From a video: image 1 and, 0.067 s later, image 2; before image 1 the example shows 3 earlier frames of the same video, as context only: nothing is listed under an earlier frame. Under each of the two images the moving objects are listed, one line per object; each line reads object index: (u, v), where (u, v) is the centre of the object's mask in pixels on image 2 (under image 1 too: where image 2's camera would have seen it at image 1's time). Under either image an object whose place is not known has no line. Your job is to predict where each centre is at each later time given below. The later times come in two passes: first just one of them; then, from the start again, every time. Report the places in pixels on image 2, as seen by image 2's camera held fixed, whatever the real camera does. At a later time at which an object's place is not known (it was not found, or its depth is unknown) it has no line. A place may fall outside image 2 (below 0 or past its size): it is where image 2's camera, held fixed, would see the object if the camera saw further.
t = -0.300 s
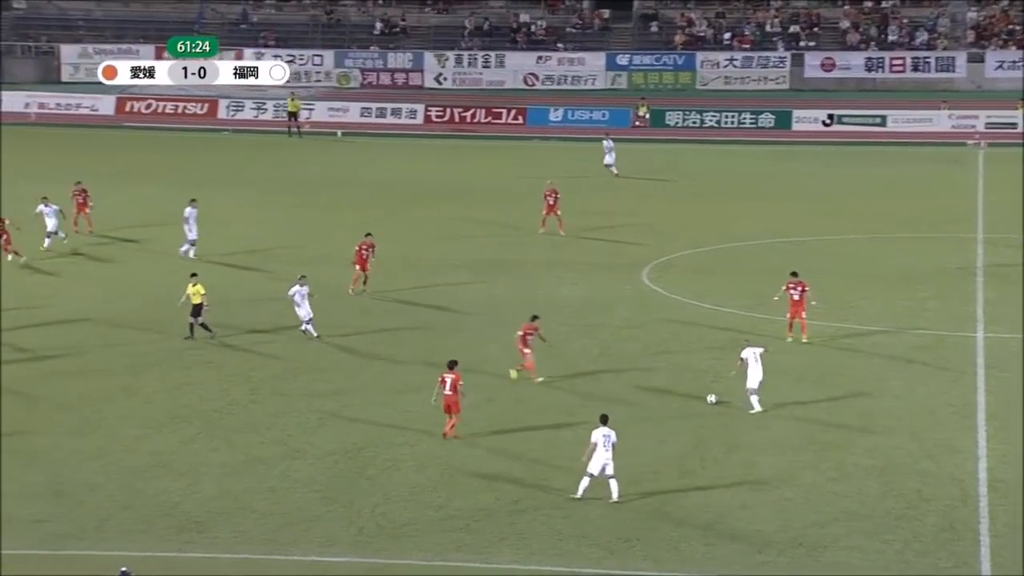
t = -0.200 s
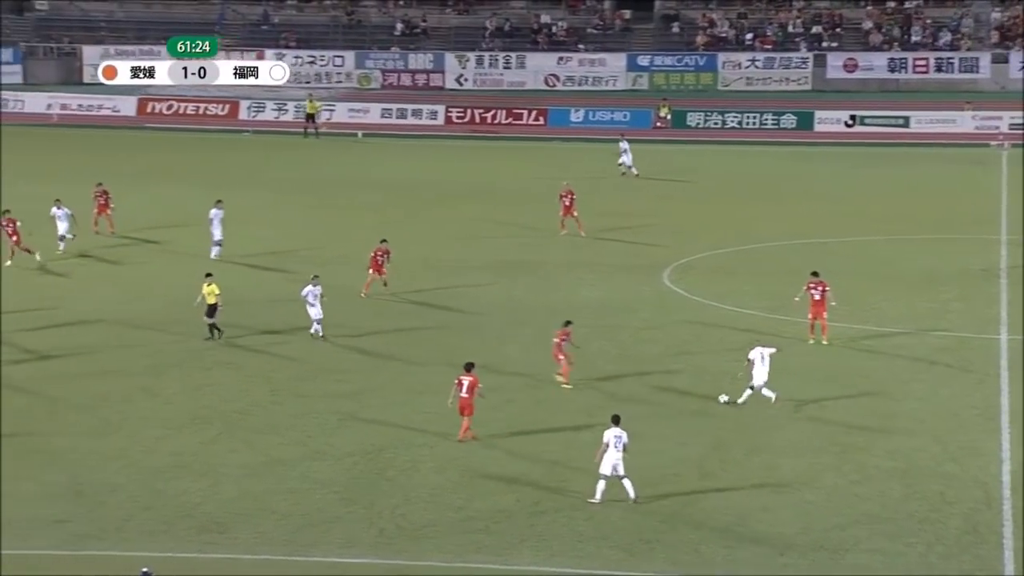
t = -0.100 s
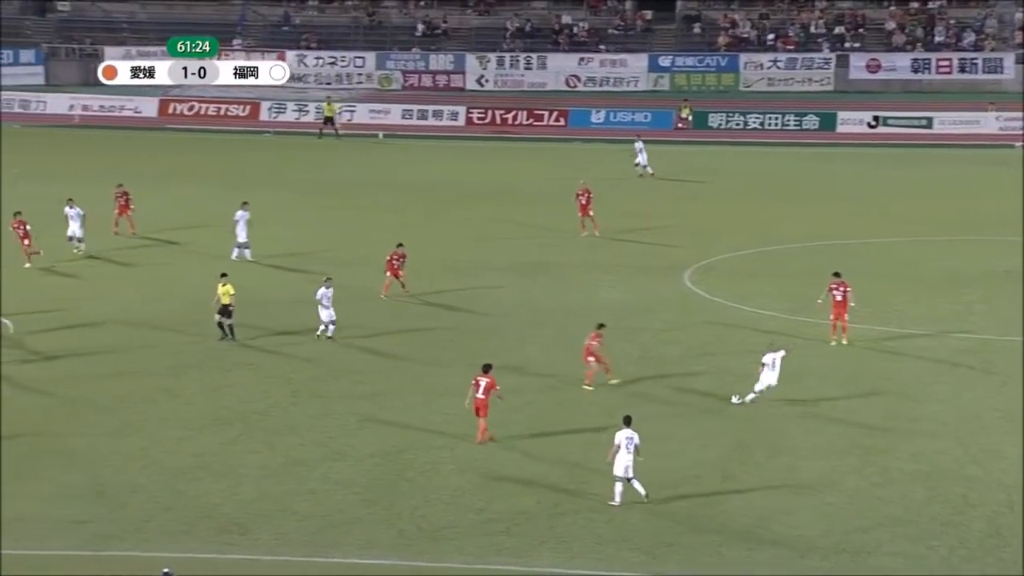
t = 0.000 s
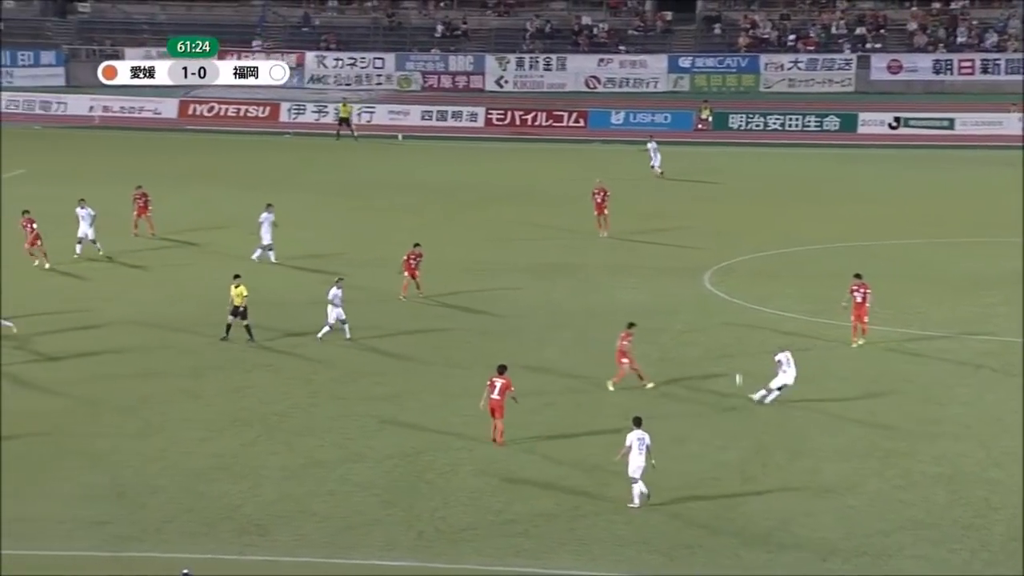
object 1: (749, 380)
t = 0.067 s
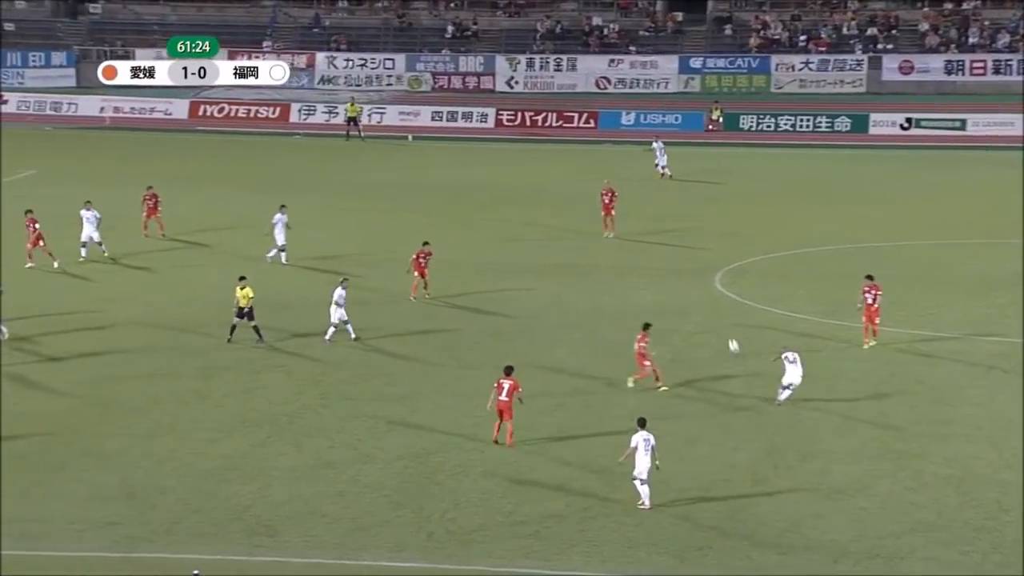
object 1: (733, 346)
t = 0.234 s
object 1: (692, 272)
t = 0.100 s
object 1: (724, 329)
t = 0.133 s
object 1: (716, 314)
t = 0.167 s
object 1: (708, 299)
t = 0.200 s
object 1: (700, 285)
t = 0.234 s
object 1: (692, 272)
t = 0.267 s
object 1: (684, 260)
